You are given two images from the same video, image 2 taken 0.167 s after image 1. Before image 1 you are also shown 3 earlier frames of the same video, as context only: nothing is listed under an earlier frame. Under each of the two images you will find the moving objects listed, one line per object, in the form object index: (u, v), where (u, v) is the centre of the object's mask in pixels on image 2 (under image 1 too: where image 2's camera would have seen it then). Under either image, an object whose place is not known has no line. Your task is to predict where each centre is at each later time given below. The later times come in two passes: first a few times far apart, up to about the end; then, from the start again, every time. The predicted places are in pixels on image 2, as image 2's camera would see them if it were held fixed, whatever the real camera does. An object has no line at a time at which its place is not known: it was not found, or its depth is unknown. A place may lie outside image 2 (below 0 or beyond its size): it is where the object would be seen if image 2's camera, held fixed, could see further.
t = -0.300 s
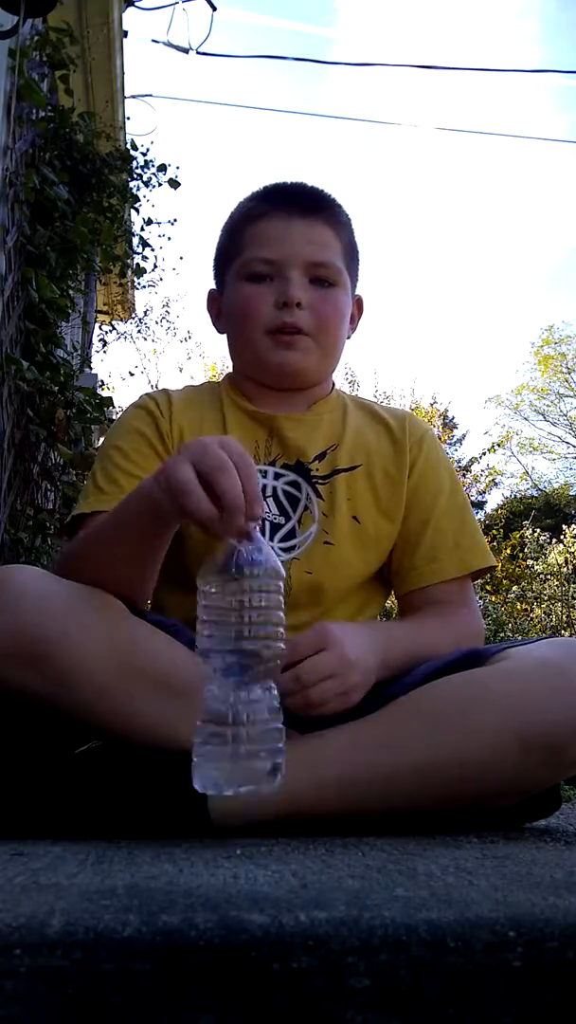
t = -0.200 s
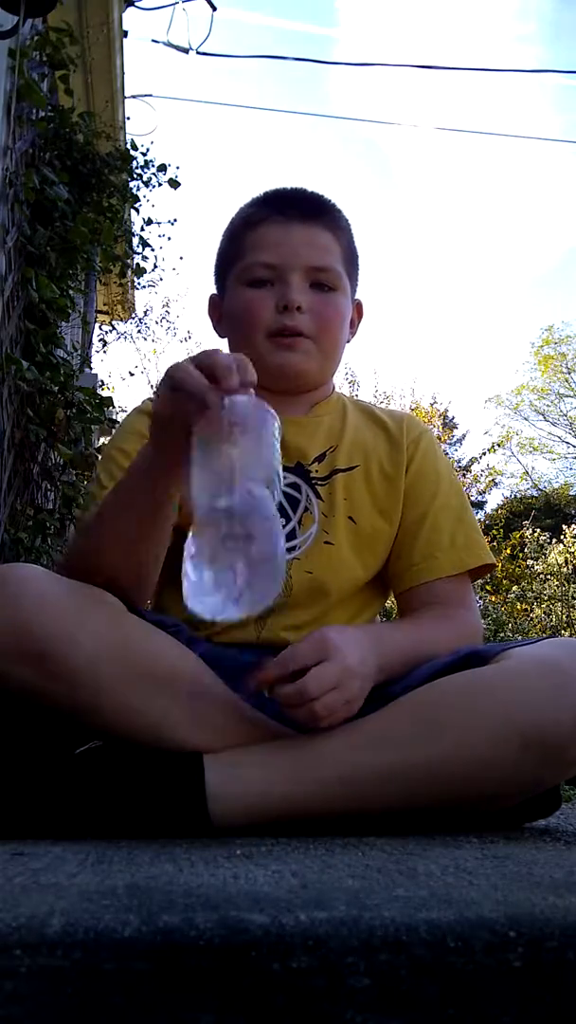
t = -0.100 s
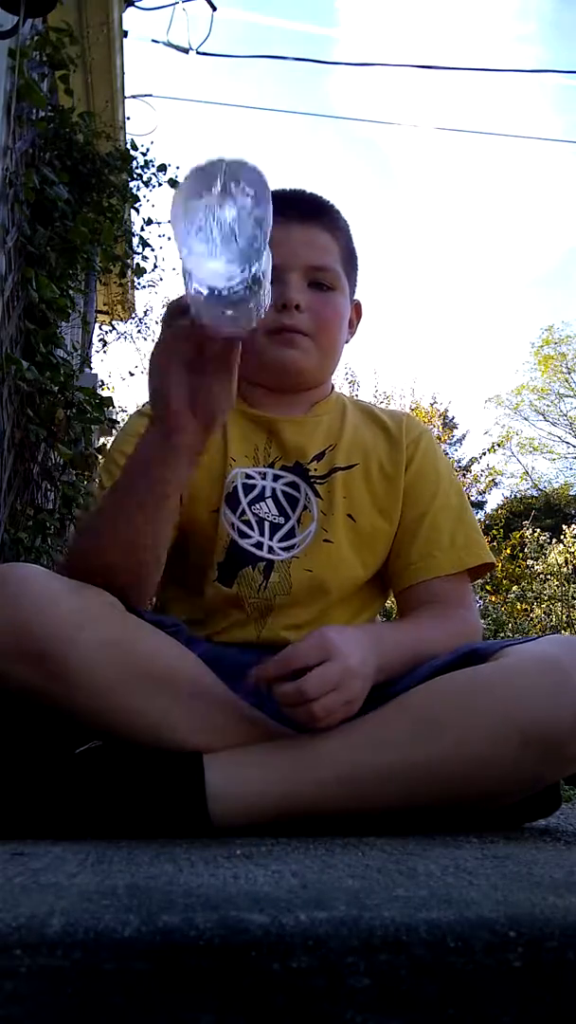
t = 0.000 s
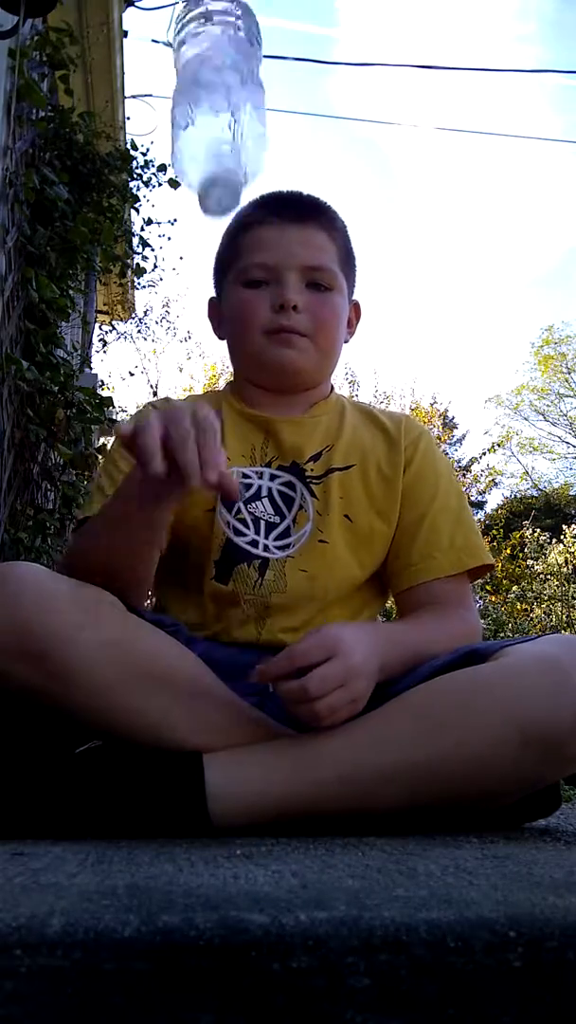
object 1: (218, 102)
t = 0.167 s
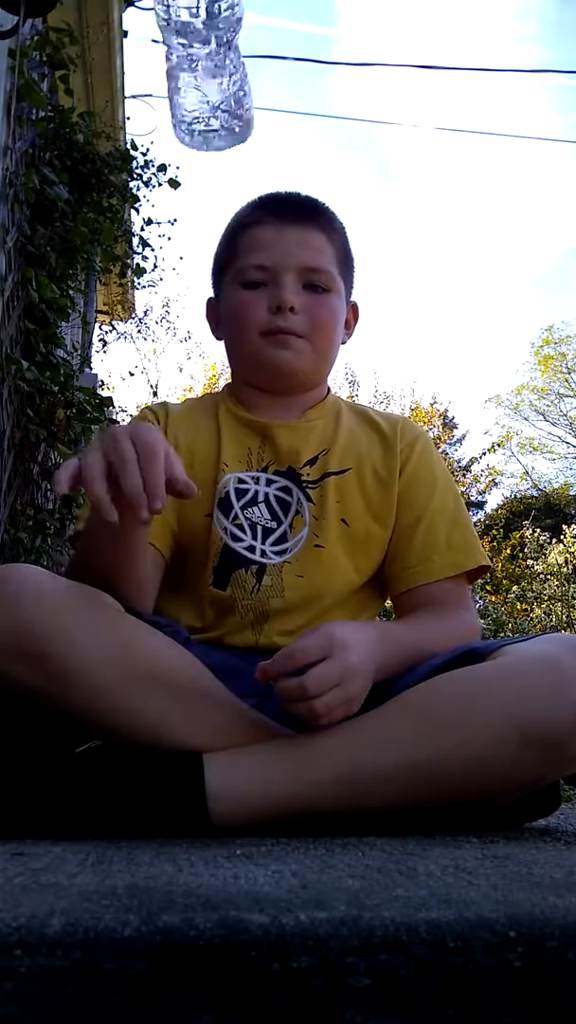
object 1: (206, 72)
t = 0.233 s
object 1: (195, 113)
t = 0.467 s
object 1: (170, 763)
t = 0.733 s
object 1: (182, 792)
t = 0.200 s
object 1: (200, 90)
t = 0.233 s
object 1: (195, 113)
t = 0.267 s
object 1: (190, 156)
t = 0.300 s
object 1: (186, 234)
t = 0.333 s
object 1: (182, 334)
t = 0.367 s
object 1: (178, 454)
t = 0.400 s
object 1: (172, 595)
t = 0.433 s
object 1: (167, 740)
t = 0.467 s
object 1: (170, 763)
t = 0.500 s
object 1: (170, 783)
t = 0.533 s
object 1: (173, 791)
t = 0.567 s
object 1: (176, 791)
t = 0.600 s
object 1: (178, 791)
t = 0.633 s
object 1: (179, 792)
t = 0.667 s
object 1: (180, 792)
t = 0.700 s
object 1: (182, 792)
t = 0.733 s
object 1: (182, 792)
